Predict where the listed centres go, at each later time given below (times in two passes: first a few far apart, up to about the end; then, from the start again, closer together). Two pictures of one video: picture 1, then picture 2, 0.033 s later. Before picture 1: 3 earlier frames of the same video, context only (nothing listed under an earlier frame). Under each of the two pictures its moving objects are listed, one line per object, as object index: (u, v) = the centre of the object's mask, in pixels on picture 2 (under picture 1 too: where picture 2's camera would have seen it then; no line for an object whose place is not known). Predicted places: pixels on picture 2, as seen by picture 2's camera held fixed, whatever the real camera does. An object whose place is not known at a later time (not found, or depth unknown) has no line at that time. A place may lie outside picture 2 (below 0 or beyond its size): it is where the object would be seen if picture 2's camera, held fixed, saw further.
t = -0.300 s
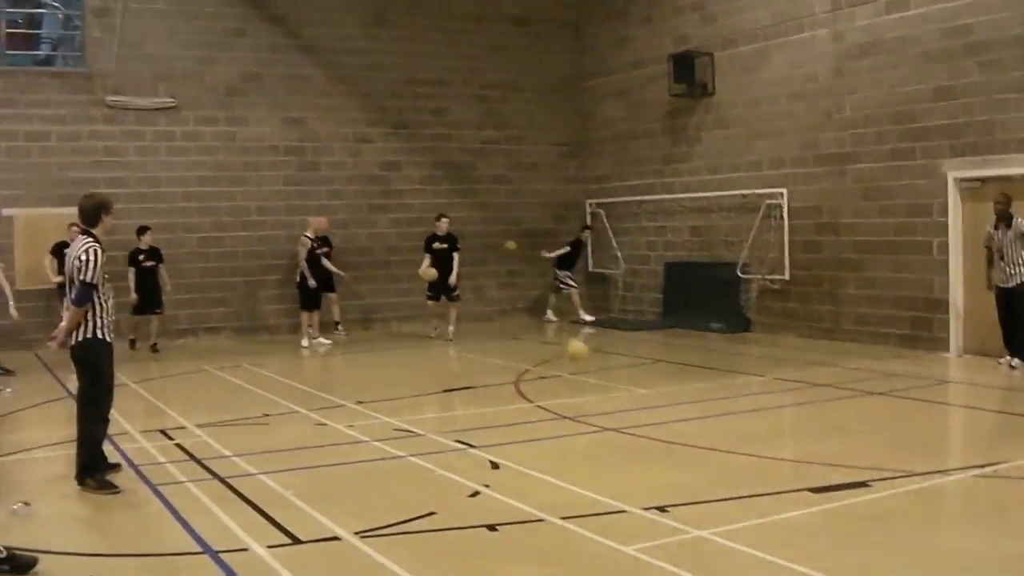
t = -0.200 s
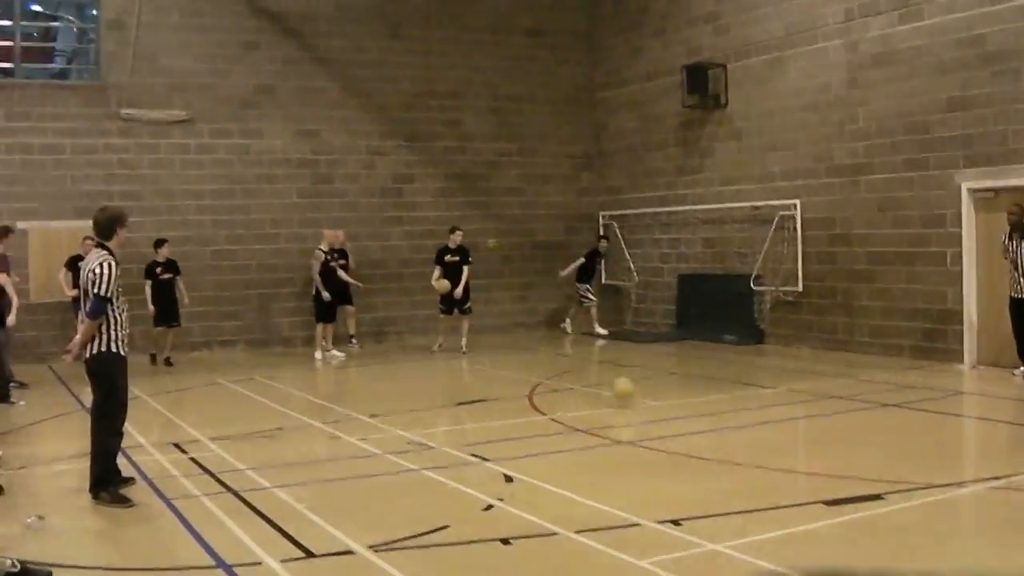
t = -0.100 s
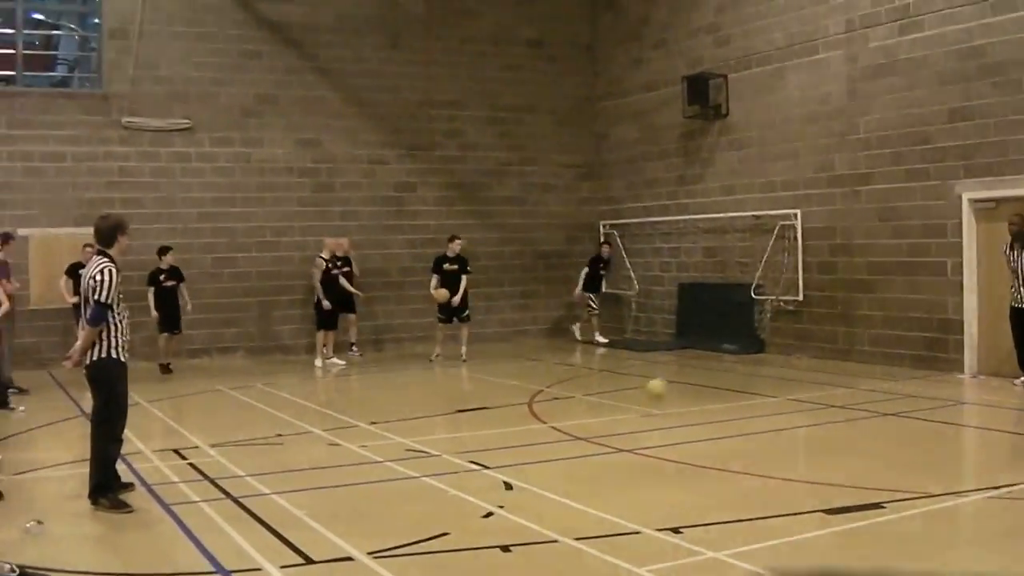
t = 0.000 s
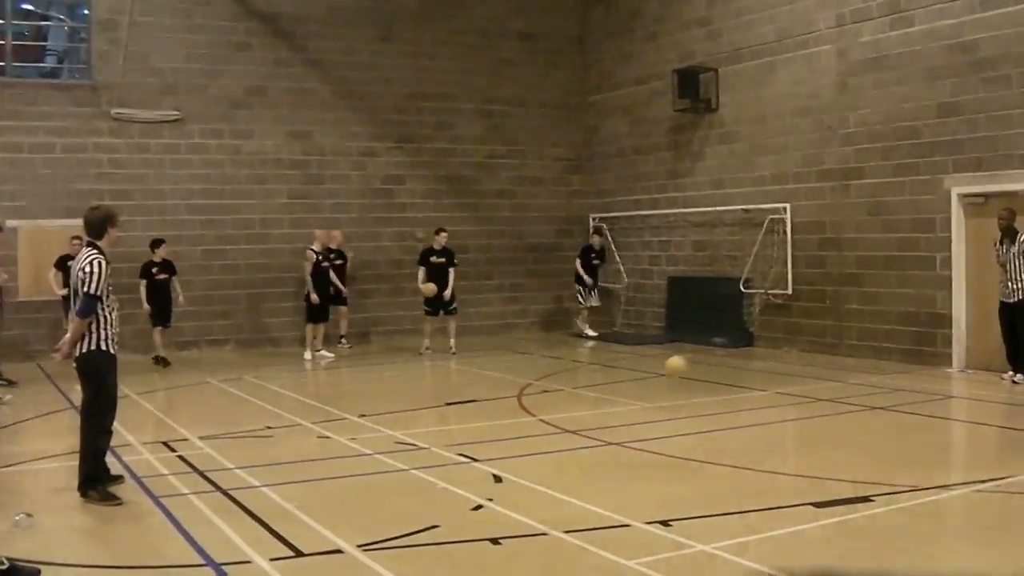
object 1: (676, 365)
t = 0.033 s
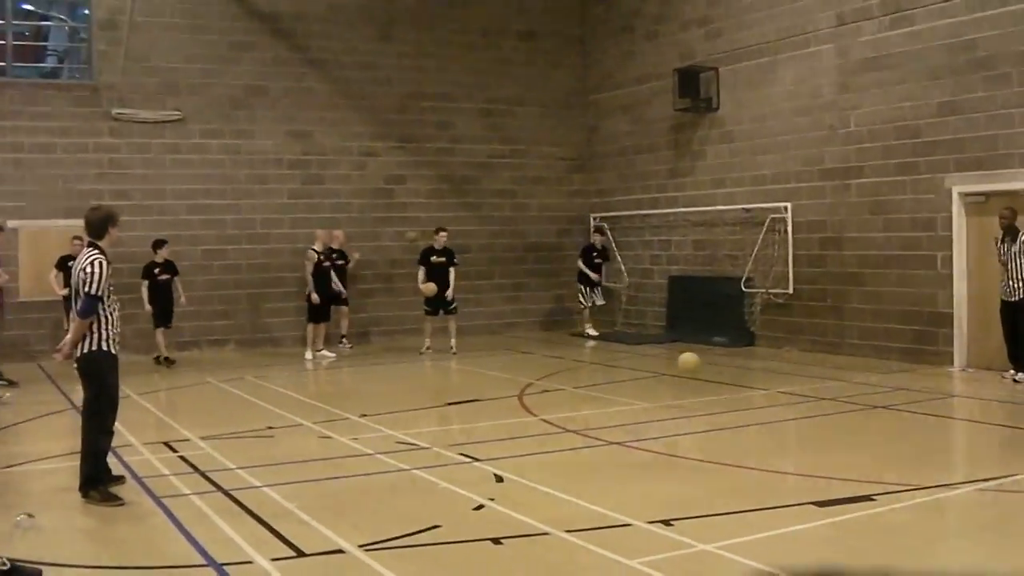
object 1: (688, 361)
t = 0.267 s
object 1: (759, 377)
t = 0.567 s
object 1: (851, 379)
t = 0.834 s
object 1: (932, 383)
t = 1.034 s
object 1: (990, 390)
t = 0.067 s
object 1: (699, 361)
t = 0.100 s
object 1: (708, 360)
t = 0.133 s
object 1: (718, 361)
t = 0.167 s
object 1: (729, 363)
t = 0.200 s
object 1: (738, 365)
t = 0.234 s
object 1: (748, 369)
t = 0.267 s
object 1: (759, 377)
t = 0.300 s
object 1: (768, 384)
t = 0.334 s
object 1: (777, 394)
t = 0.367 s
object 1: (788, 396)
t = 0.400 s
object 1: (797, 390)
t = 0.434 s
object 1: (809, 385)
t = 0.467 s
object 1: (820, 381)
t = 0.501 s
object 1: (829, 380)
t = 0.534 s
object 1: (841, 379)
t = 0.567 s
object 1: (851, 379)
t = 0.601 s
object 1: (861, 379)
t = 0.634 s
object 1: (871, 382)
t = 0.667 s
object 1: (881, 385)
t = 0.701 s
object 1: (892, 391)
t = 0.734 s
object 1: (902, 398)
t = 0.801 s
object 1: (922, 388)
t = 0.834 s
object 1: (932, 383)
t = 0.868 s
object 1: (943, 380)
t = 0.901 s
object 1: (952, 380)
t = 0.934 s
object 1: (963, 380)
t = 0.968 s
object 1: (971, 382)
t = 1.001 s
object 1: (979, 386)
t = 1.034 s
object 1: (990, 390)
